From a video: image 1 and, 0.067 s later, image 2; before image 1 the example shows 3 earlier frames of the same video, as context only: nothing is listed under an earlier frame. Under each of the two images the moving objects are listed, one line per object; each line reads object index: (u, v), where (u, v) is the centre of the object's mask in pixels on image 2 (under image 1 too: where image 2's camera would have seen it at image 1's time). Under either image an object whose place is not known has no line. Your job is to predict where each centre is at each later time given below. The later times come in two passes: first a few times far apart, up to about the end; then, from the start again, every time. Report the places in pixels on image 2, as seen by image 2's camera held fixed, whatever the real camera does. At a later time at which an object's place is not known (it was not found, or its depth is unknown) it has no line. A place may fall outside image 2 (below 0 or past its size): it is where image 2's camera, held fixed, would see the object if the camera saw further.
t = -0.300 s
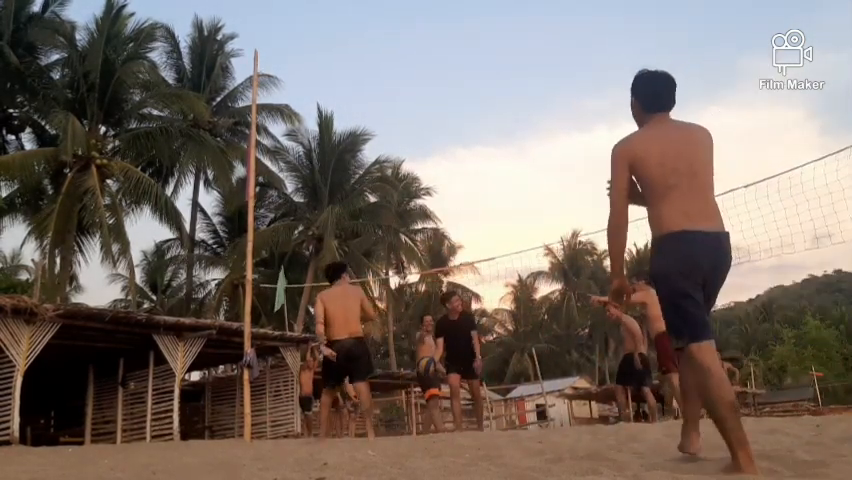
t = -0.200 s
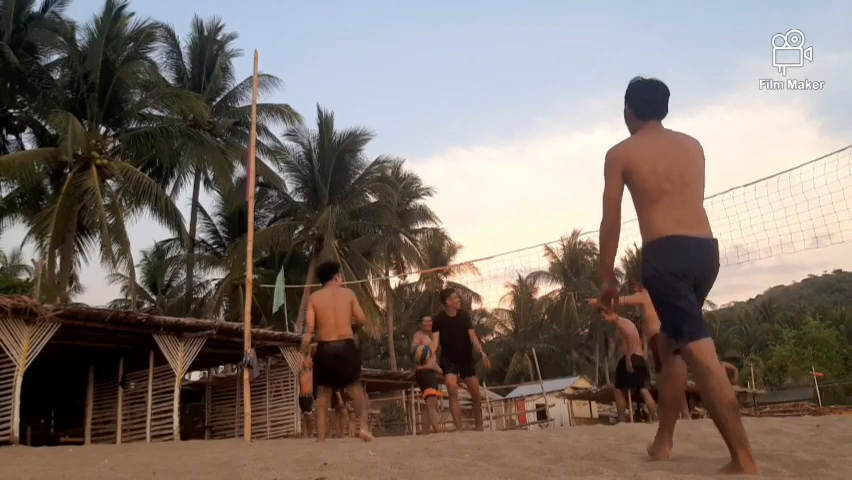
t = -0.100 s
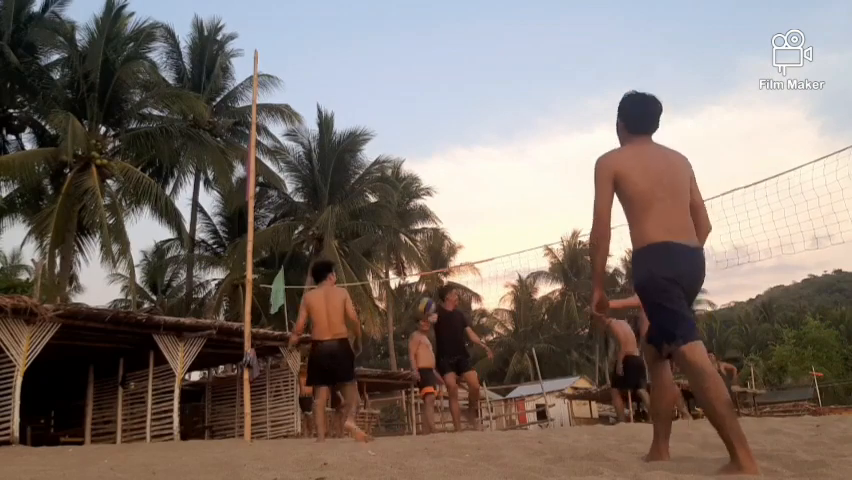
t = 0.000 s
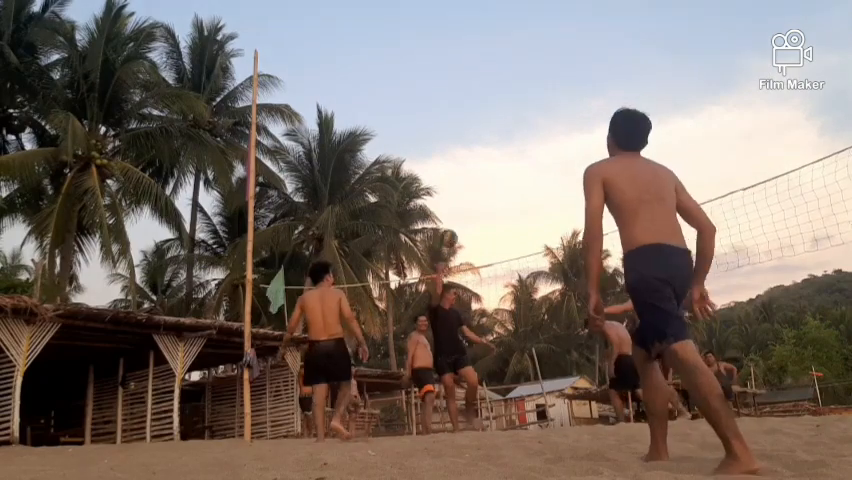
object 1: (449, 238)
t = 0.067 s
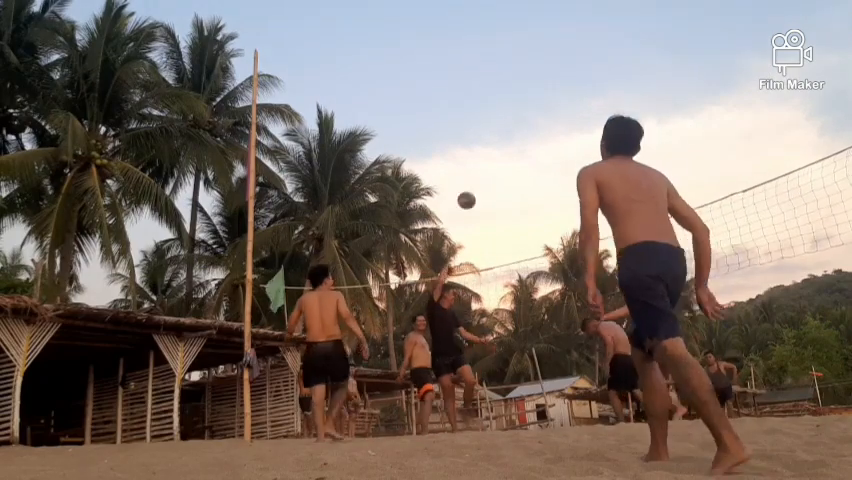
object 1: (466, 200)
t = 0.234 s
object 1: (506, 132)
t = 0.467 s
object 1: (556, 87)
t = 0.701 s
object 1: (598, 84)
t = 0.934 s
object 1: (636, 113)
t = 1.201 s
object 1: (678, 177)
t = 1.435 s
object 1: (714, 256)
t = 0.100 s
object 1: (475, 184)
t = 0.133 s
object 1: (483, 168)
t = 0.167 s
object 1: (491, 155)
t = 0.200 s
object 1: (499, 143)
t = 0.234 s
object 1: (506, 132)
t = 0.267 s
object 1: (514, 123)
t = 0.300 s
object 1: (521, 115)
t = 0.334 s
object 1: (528, 107)
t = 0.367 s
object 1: (536, 101)
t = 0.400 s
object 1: (542, 95)
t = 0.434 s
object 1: (549, 91)
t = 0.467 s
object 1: (556, 87)
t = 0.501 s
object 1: (562, 85)
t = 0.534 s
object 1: (568, 83)
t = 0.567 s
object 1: (574, 82)
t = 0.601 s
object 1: (580, 82)
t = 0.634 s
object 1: (586, 82)
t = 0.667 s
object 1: (592, 83)
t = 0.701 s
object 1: (598, 84)
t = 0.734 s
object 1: (603, 87)
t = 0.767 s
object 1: (609, 90)
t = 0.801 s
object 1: (614, 94)
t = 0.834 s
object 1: (620, 98)
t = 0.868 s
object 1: (625, 103)
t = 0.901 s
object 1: (631, 108)
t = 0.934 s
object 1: (636, 113)
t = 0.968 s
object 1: (641, 120)
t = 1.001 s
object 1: (647, 127)
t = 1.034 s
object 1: (652, 134)
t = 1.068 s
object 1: (657, 142)
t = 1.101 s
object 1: (663, 150)
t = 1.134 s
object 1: (668, 158)
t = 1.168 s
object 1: (673, 167)
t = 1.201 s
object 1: (678, 177)
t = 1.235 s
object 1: (683, 187)
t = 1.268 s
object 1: (688, 197)
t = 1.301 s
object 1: (694, 208)
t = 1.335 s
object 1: (699, 219)
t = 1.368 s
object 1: (704, 231)
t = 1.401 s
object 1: (709, 243)
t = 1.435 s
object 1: (714, 256)
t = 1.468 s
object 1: (719, 269)
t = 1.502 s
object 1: (724, 282)
